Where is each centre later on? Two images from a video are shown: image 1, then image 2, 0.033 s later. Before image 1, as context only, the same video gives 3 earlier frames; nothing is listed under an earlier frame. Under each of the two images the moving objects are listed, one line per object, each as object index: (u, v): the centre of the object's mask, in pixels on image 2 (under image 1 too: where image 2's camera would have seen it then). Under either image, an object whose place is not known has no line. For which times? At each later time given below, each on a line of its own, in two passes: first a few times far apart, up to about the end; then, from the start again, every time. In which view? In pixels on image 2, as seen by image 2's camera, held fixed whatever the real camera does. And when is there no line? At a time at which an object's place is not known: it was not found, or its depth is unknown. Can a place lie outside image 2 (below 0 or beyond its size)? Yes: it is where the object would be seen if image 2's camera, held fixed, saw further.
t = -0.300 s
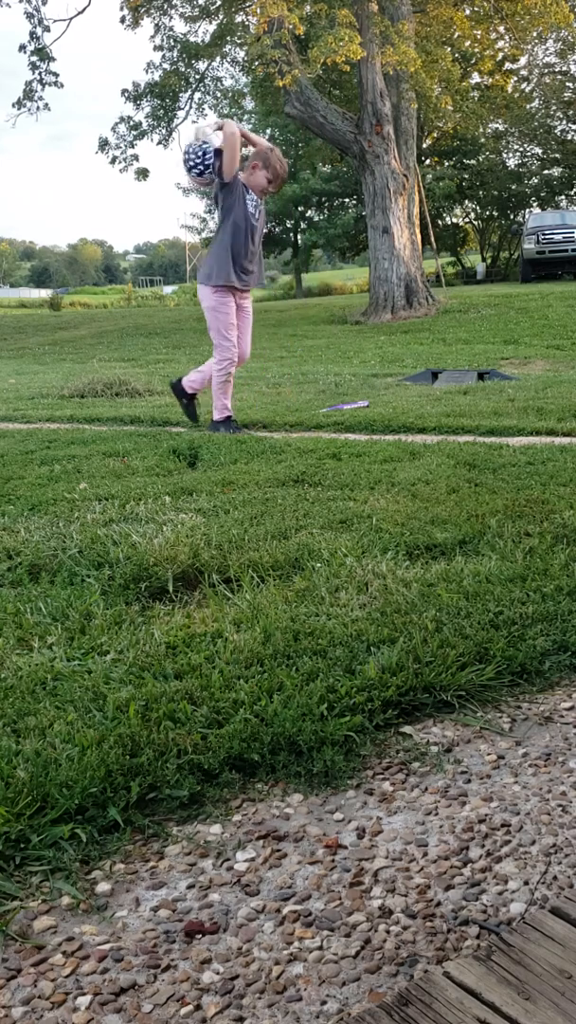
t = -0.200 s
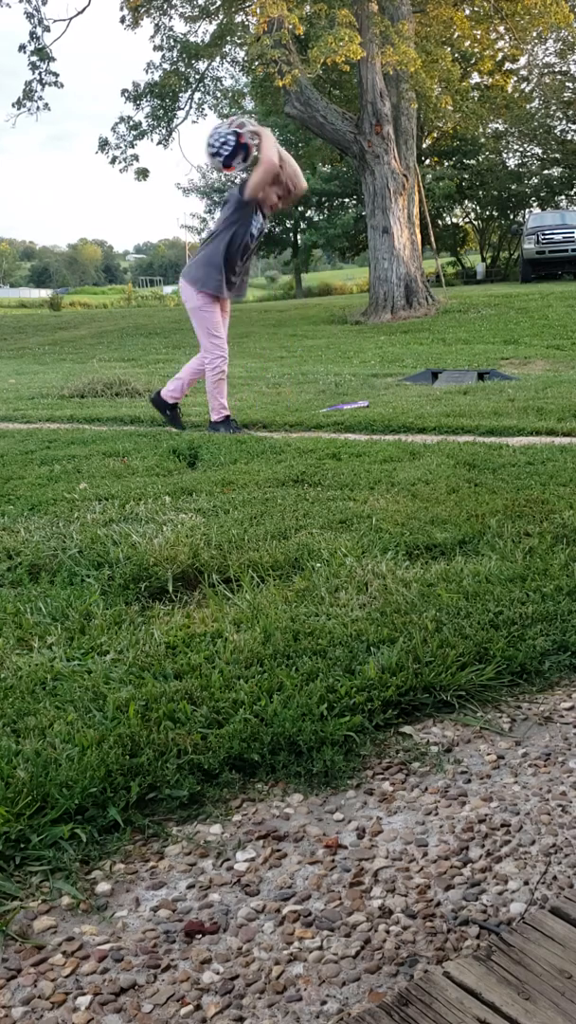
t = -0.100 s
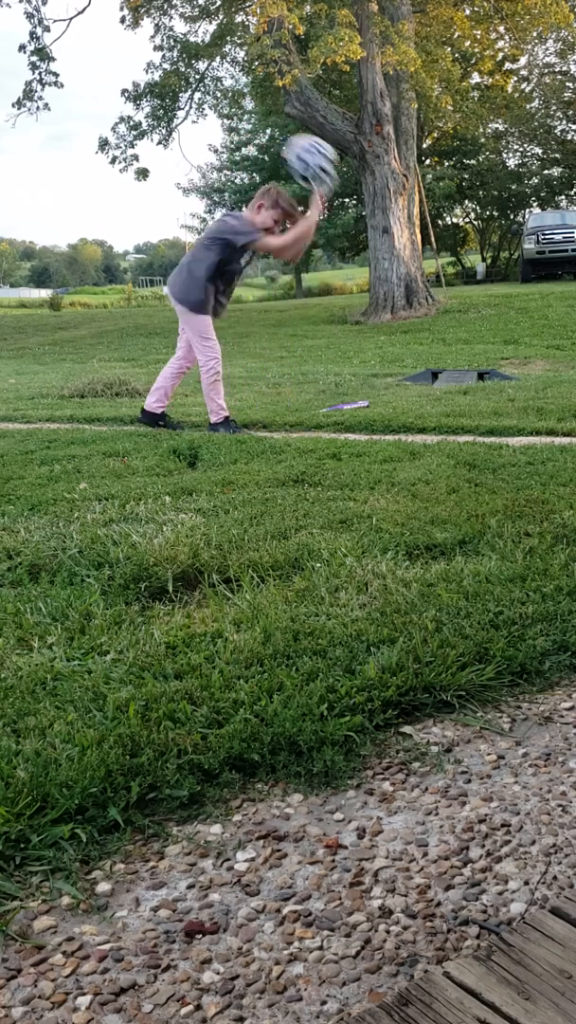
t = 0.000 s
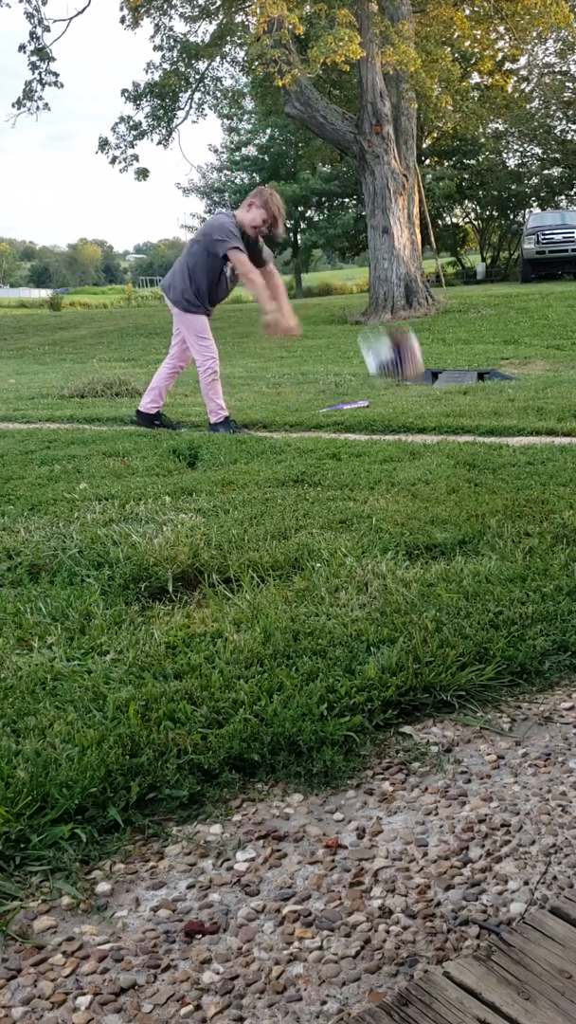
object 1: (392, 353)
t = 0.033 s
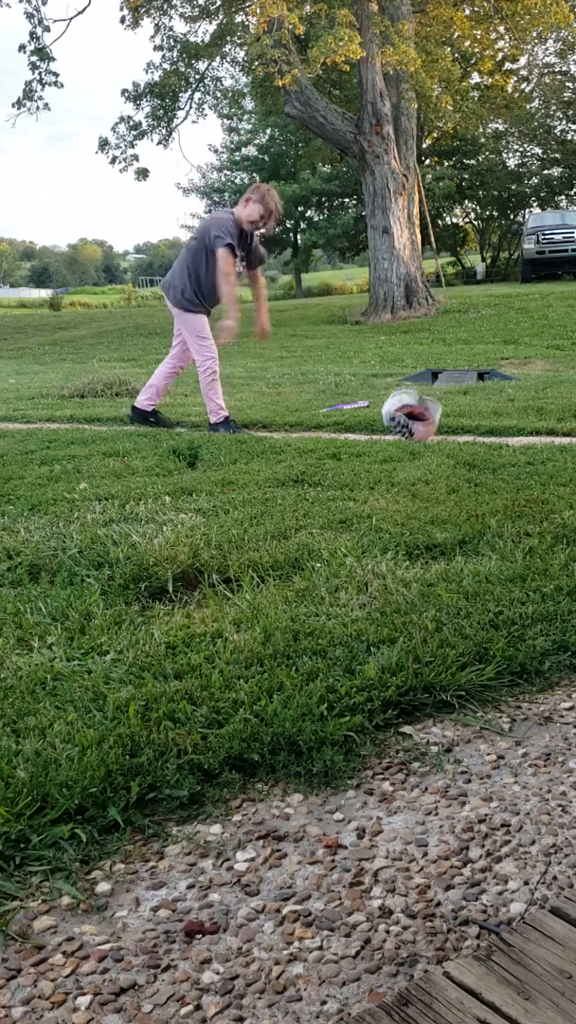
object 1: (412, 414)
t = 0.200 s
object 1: (456, 395)
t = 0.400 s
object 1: (505, 419)
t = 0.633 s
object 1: (514, 419)
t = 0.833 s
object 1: (508, 419)
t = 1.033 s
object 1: (506, 416)
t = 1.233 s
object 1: (502, 416)
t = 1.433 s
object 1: (504, 415)
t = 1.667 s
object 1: (505, 415)
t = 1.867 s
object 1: (505, 414)
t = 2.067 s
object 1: (505, 415)
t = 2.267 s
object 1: (505, 415)
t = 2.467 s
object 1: (505, 415)
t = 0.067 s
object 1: (420, 406)
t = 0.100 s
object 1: (429, 400)
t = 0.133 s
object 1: (438, 396)
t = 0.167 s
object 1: (447, 394)
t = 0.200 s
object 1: (456, 395)
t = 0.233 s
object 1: (464, 397)
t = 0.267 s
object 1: (473, 402)
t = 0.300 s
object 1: (481, 409)
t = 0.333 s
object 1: (490, 417)
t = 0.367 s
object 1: (497, 417)
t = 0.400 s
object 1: (505, 419)
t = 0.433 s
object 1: (508, 418)
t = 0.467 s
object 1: (510, 418)
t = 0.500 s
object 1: (511, 419)
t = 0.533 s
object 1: (513, 419)
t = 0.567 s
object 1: (514, 419)
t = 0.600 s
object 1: (514, 419)
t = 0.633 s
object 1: (514, 419)
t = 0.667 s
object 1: (514, 419)
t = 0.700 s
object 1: (513, 419)
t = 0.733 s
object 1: (512, 419)
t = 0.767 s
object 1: (510, 419)
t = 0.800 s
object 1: (509, 419)
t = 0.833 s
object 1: (508, 419)
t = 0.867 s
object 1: (507, 418)
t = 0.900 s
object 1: (507, 418)
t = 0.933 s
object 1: (507, 418)
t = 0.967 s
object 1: (507, 417)
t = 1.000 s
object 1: (506, 417)
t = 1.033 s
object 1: (506, 416)
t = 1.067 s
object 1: (505, 416)
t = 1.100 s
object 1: (505, 416)
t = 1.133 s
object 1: (504, 416)
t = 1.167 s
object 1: (503, 416)
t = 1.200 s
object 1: (502, 416)
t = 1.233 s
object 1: (502, 416)
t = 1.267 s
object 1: (502, 416)
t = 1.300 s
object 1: (503, 416)
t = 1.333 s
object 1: (503, 416)
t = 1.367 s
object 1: (504, 416)
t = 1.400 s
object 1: (504, 416)
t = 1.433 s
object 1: (504, 415)
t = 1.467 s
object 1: (504, 416)
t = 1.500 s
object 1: (504, 415)
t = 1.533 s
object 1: (504, 415)
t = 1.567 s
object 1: (505, 415)
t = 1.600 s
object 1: (505, 415)
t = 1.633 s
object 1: (505, 415)
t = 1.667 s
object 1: (505, 415)
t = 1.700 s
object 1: (505, 415)
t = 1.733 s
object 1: (505, 415)
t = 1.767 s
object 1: (505, 415)
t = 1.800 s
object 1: (505, 414)
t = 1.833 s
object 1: (505, 414)
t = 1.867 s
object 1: (505, 414)
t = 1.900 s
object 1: (505, 414)
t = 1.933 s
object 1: (505, 414)
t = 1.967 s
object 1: (505, 415)
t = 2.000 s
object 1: (505, 415)
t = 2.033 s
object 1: (505, 415)
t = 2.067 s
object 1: (505, 415)
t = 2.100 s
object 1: (505, 415)
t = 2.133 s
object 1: (505, 415)
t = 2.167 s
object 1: (505, 415)
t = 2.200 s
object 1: (505, 415)
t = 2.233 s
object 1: (505, 415)
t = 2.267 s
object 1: (505, 415)
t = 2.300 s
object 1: (505, 415)
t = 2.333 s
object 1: (505, 415)
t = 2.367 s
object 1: (505, 414)
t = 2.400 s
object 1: (505, 414)
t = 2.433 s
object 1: (505, 415)
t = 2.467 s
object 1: (505, 415)
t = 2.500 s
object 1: (505, 415)
